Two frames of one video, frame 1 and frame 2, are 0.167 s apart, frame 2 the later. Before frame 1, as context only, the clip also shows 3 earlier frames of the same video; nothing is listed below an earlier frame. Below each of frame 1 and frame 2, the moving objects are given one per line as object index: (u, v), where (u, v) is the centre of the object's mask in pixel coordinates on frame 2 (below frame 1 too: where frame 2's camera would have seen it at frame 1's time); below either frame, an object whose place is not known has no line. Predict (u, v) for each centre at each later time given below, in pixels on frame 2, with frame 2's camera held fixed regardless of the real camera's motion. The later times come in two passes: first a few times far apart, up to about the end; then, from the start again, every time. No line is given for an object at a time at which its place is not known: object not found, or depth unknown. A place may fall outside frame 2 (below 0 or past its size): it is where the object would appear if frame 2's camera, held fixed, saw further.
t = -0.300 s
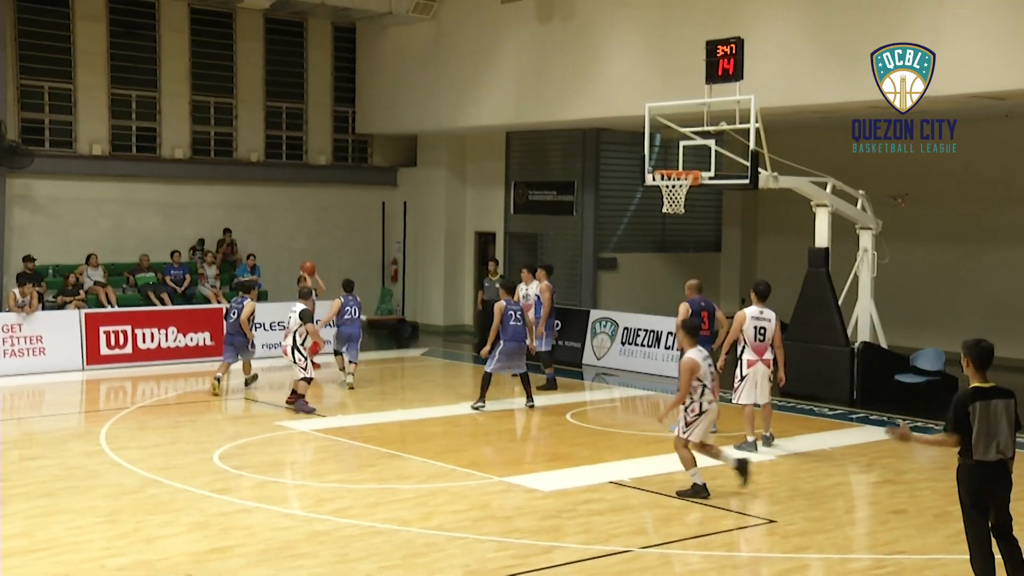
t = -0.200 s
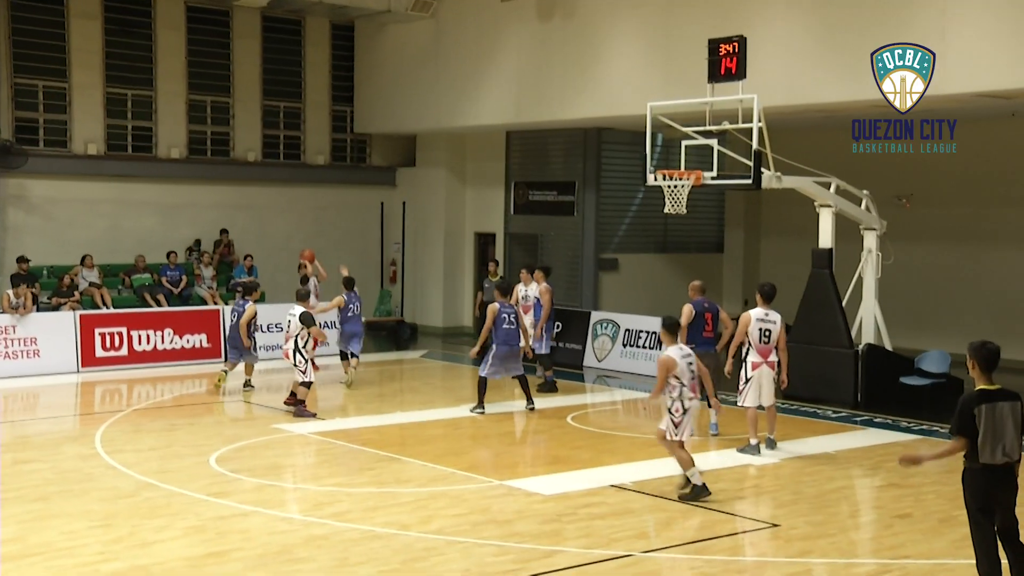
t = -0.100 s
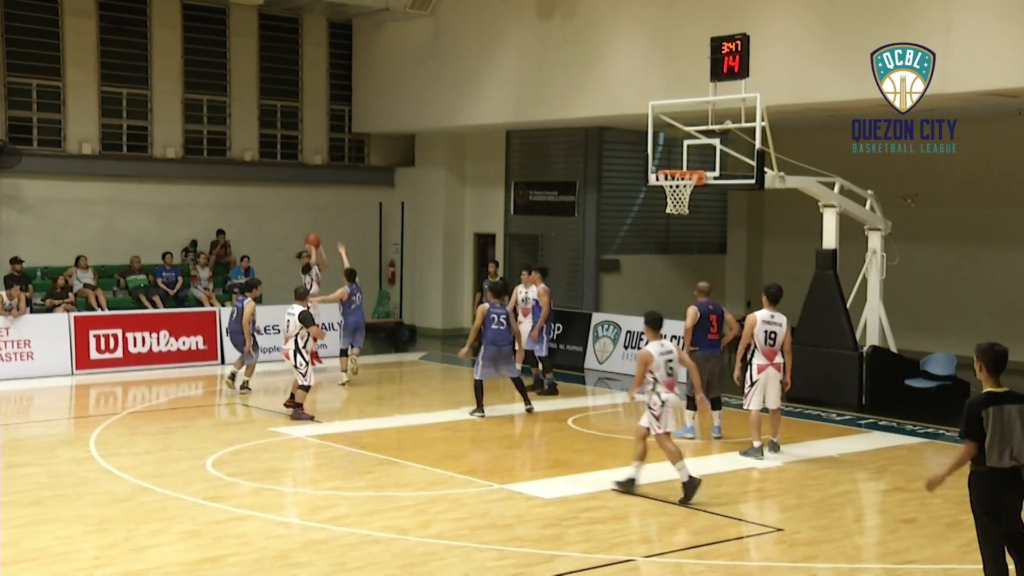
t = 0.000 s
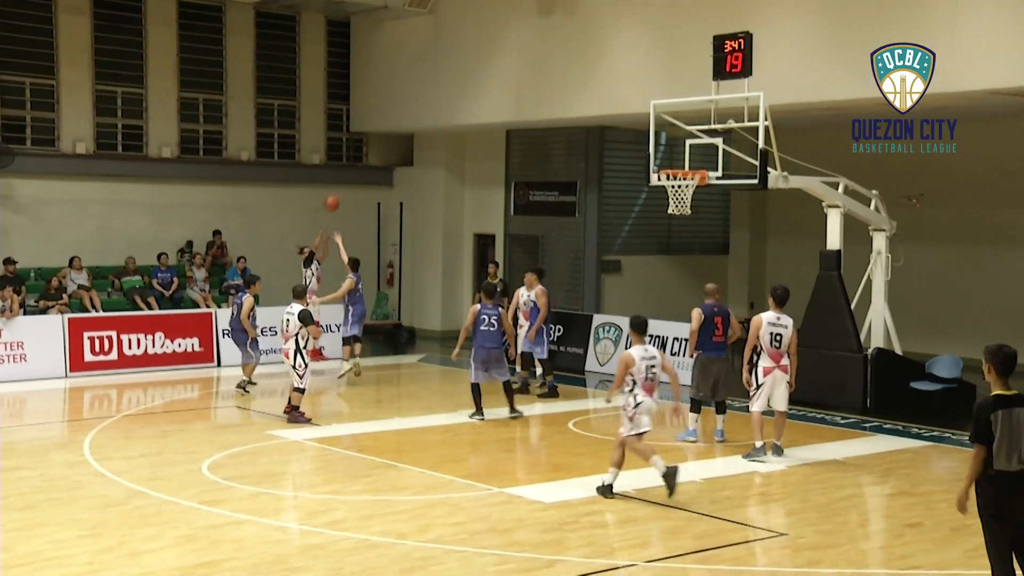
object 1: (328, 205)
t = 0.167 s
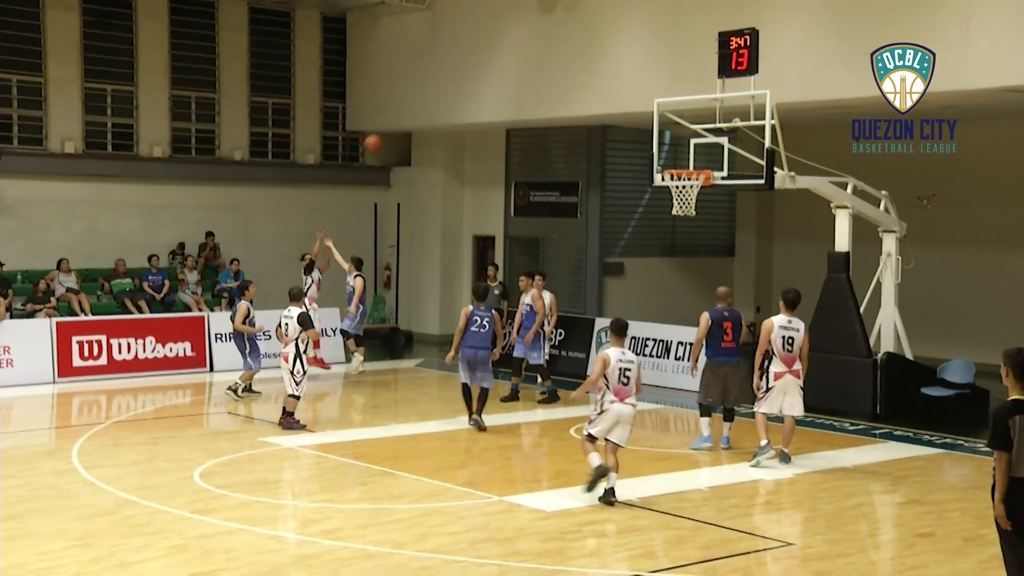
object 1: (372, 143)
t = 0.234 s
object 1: (391, 125)
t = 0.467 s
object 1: (460, 77)
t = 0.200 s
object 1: (381, 134)
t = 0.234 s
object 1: (391, 125)
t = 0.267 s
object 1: (401, 115)
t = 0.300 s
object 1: (411, 107)
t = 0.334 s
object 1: (420, 100)
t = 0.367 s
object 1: (430, 93)
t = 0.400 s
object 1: (440, 87)
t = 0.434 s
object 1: (450, 82)
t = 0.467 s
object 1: (460, 77)
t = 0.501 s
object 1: (471, 74)
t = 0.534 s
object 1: (480, 70)
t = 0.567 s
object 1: (490, 68)
